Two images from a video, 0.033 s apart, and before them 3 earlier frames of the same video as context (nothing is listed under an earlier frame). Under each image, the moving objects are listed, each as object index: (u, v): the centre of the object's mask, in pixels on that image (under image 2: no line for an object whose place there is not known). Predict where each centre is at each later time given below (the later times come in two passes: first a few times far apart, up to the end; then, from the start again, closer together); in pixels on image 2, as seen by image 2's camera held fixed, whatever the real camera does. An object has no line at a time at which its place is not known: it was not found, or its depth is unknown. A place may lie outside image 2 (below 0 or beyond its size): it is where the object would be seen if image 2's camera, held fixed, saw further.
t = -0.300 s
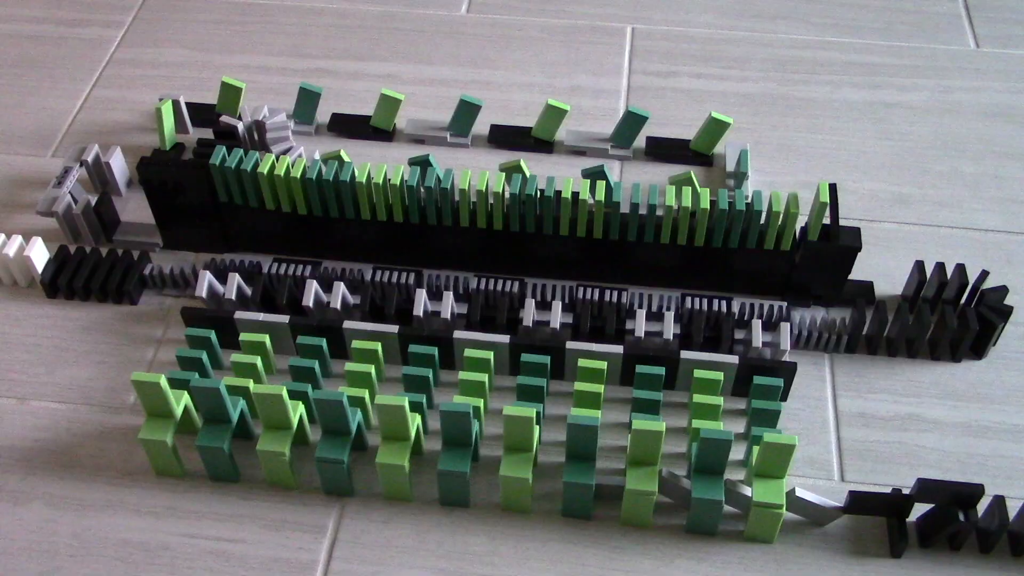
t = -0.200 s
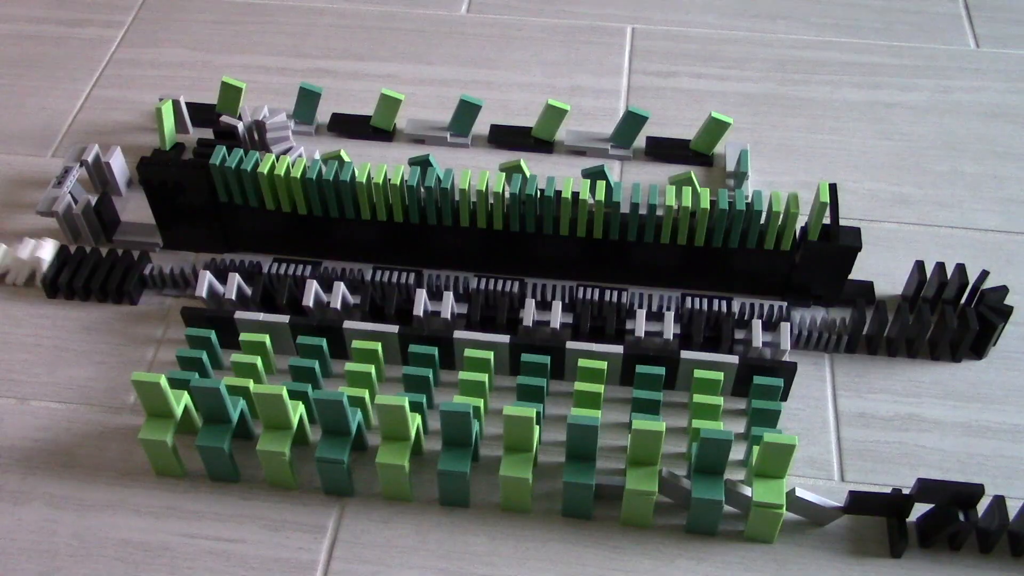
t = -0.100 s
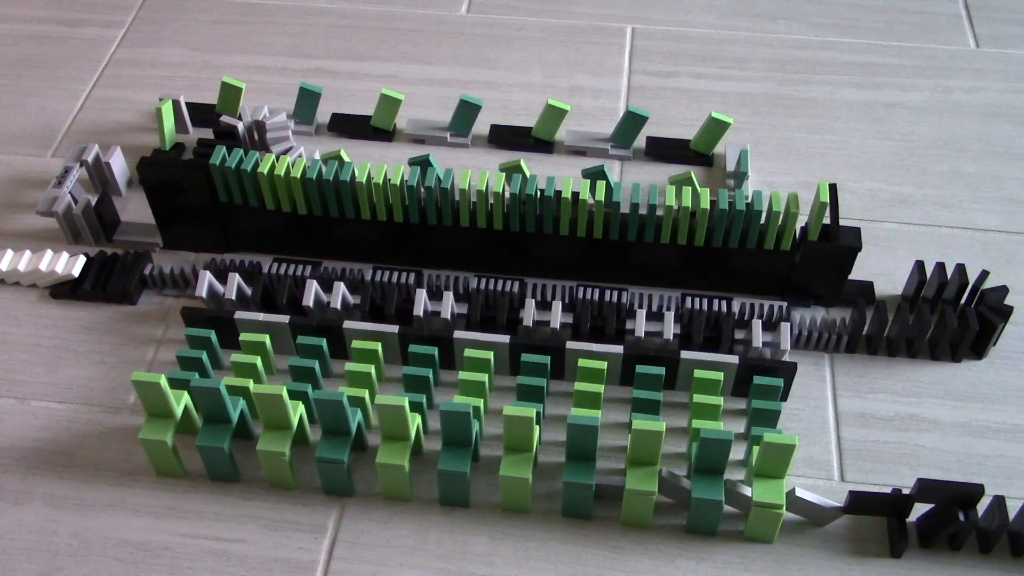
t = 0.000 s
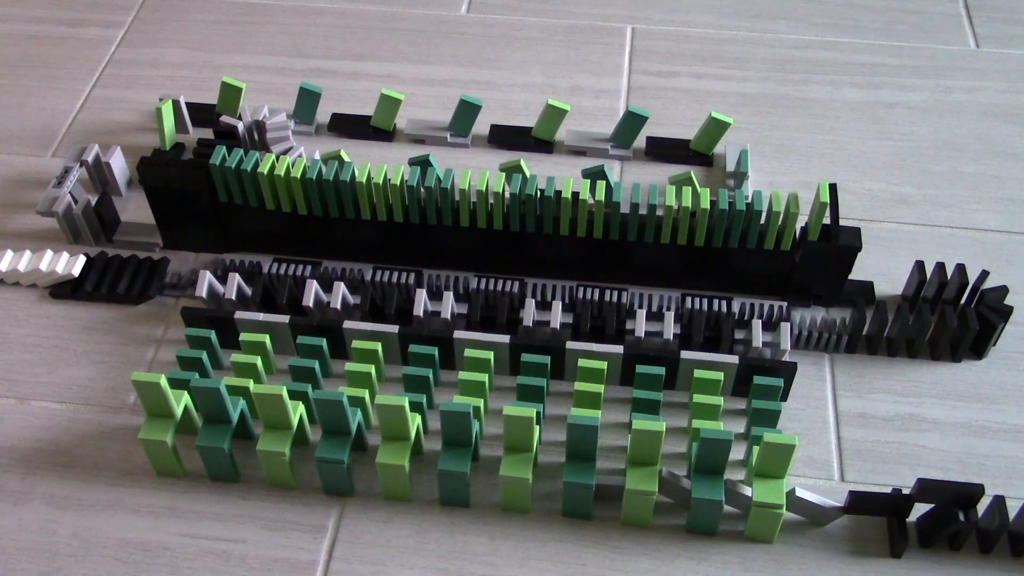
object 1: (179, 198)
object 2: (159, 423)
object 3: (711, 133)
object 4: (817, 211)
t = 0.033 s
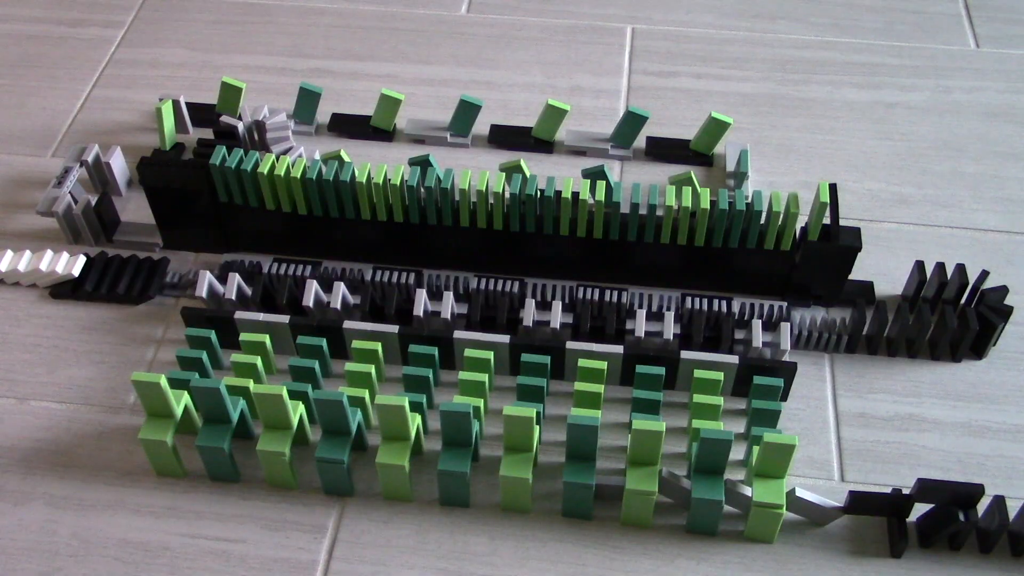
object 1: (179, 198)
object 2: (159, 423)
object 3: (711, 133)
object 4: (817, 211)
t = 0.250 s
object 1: (179, 198)
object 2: (159, 423)
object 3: (711, 133)
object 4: (817, 211)
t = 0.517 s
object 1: (179, 198)
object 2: (159, 423)
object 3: (711, 133)
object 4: (817, 211)
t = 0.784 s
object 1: (179, 198)
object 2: (159, 423)
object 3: (711, 133)
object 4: (818, 211)
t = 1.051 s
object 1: (179, 198)
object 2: (159, 423)
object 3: (711, 133)
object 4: (818, 211)
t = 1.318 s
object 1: (179, 198)
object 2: (159, 423)
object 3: (711, 133)
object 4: (817, 212)
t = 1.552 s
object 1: (179, 198)
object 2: (159, 422)
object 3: (711, 133)
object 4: (816, 211)
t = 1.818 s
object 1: (179, 198)
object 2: (159, 423)
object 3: (711, 133)
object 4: (793, 226)
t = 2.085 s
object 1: (179, 198)
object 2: (159, 423)
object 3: (711, 133)
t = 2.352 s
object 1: (176, 199)
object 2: (159, 423)
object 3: (711, 133)
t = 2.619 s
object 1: (177, 200)
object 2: (159, 423)
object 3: (711, 133)
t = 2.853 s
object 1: (176, 199)
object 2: (159, 423)
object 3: (711, 133)
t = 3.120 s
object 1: (176, 198)
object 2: (159, 423)
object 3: (711, 133)
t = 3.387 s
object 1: (176, 198)
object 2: (159, 423)
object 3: (717, 140)
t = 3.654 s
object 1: (176, 198)
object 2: (159, 423)
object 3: (718, 134)
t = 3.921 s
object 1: (176, 198)
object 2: (159, 423)
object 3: (719, 133)
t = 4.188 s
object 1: (176, 198)
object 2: (159, 423)
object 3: (719, 133)
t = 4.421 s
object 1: (176, 198)
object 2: (159, 423)
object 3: (718, 133)
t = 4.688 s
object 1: (156, 257)
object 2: (159, 423)
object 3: (718, 133)
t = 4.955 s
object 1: (139, 321)
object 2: (159, 423)
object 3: (718, 133)
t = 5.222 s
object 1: (138, 323)
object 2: (159, 423)
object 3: (718, 133)
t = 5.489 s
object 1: (138, 326)
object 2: (163, 467)
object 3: (719, 133)
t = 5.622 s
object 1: (138, 326)
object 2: (151, 510)
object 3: (719, 133)
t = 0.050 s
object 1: (179, 198)
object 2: (159, 423)
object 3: (711, 133)
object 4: (817, 211)
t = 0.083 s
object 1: (179, 198)
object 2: (159, 423)
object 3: (711, 133)
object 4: (818, 211)
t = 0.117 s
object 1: (179, 198)
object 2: (159, 423)
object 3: (711, 133)
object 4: (818, 211)
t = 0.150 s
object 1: (179, 198)
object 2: (159, 423)
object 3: (711, 133)
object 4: (817, 211)
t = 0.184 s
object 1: (179, 198)
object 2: (159, 423)
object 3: (711, 133)
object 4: (818, 211)
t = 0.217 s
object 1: (179, 198)
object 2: (159, 423)
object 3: (711, 133)
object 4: (817, 211)
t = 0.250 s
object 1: (179, 198)
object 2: (159, 423)
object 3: (711, 133)
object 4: (817, 211)
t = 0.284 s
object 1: (179, 198)
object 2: (159, 423)
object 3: (711, 133)
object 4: (817, 211)
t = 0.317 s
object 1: (179, 198)
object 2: (159, 423)
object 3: (711, 133)
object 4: (817, 211)
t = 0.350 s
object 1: (179, 198)
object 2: (159, 423)
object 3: (711, 133)
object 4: (817, 211)
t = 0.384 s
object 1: (179, 198)
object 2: (159, 423)
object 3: (711, 133)
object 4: (817, 211)
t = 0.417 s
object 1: (179, 198)
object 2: (159, 423)
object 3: (711, 133)
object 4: (818, 211)
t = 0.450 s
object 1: (179, 198)
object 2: (159, 423)
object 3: (711, 133)
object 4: (817, 211)
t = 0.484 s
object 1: (179, 198)
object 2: (159, 423)
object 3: (711, 133)
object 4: (817, 211)
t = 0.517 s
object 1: (179, 198)
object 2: (159, 423)
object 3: (711, 133)
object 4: (817, 211)
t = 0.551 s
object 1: (179, 198)
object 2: (159, 423)
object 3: (711, 133)
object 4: (818, 211)
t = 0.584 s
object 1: (179, 198)
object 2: (159, 423)
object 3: (711, 133)
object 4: (818, 211)
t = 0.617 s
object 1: (179, 198)
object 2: (159, 423)
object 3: (711, 133)
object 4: (818, 211)
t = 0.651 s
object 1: (179, 198)
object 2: (159, 423)
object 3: (711, 133)
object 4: (817, 212)
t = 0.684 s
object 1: (179, 198)
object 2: (159, 423)
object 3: (711, 133)
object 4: (818, 211)
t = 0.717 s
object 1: (179, 198)
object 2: (159, 423)
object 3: (711, 133)
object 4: (818, 211)
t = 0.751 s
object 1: (179, 198)
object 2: (159, 423)
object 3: (711, 133)
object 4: (818, 211)
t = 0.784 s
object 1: (179, 198)
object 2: (159, 423)
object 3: (711, 133)
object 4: (818, 211)
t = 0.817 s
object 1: (179, 198)
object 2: (159, 423)
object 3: (711, 133)
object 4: (818, 211)
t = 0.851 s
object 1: (179, 198)
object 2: (159, 423)
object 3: (711, 133)
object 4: (818, 211)
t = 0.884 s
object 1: (179, 198)
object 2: (159, 423)
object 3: (711, 133)
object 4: (818, 211)
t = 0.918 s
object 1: (179, 198)
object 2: (159, 423)
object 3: (711, 133)
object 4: (817, 211)
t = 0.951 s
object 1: (179, 198)
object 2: (159, 423)
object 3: (711, 133)
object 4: (817, 211)
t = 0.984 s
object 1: (179, 198)
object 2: (159, 423)
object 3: (711, 133)
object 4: (817, 211)
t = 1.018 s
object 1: (179, 198)
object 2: (159, 423)
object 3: (711, 133)
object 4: (818, 211)
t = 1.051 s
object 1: (179, 198)
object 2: (159, 423)
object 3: (711, 133)
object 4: (818, 211)
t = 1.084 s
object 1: (179, 198)
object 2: (159, 423)
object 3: (711, 133)
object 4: (818, 211)
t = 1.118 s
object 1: (179, 198)
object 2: (159, 423)
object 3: (711, 133)
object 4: (818, 211)
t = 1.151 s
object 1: (179, 198)
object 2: (159, 423)
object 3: (711, 133)
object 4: (818, 211)
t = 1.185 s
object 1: (179, 198)
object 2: (159, 423)
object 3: (711, 133)
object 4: (818, 211)
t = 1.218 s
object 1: (179, 198)
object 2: (159, 423)
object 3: (711, 133)
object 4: (817, 212)
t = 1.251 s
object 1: (179, 198)
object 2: (159, 422)
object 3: (711, 133)
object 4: (817, 212)
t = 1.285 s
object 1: (179, 198)
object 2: (159, 423)
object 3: (711, 133)
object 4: (818, 211)
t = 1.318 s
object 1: (179, 198)
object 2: (159, 423)
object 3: (711, 133)
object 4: (817, 212)
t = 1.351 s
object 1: (179, 198)
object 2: (159, 423)
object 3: (711, 133)
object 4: (817, 211)
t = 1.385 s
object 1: (179, 198)
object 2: (159, 422)
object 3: (711, 133)
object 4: (818, 211)
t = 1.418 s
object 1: (179, 198)
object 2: (159, 423)
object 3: (711, 133)
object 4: (817, 211)
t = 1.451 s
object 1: (179, 198)
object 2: (159, 423)
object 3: (711, 133)
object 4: (817, 211)
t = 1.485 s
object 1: (179, 198)
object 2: (159, 422)
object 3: (711, 133)
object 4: (818, 211)
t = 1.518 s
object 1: (179, 198)
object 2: (159, 423)
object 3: (711, 133)
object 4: (817, 210)
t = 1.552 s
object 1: (179, 198)
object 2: (159, 422)
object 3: (711, 133)
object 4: (816, 211)
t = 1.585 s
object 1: (179, 198)
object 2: (159, 423)
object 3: (711, 133)
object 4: (815, 211)
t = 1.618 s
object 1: (179, 198)
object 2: (159, 423)
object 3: (711, 133)
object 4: (812, 210)
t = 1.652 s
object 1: (179, 198)
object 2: (159, 423)
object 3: (711, 133)
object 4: (800, 211)
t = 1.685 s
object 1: (179, 198)
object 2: (159, 423)
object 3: (711, 133)
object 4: (797, 210)
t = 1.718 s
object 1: (179, 198)
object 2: (159, 423)
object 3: (711, 133)
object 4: (794, 214)
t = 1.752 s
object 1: (179, 198)
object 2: (159, 423)
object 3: (711, 133)
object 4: (791, 220)
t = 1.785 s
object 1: (179, 198)
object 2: (159, 423)
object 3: (711, 133)
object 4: (790, 224)
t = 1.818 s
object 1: (179, 198)
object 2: (159, 423)
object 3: (711, 133)
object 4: (793, 226)
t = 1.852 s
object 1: (179, 198)
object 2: (159, 423)
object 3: (711, 133)
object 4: (795, 227)
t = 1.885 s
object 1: (179, 198)
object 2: (159, 423)
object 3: (711, 133)
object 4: (795, 227)
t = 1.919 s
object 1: (179, 198)
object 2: (159, 423)
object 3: (711, 133)
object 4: (794, 227)
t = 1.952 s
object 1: (179, 198)
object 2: (159, 423)
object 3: (711, 133)
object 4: (794, 227)
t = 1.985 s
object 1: (179, 198)
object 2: (159, 423)
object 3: (711, 133)
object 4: (794, 227)
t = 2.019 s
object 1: (179, 198)
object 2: (159, 423)
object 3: (711, 133)
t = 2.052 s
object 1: (179, 198)
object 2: (159, 423)
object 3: (711, 133)
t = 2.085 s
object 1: (179, 198)
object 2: (159, 423)
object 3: (711, 133)
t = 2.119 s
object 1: (179, 198)
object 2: (159, 423)
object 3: (711, 133)
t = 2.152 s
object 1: (179, 198)
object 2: (159, 423)
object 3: (711, 133)
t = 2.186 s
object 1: (179, 198)
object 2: (159, 423)
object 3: (711, 133)
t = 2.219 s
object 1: (178, 199)
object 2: (159, 423)
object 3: (711, 133)
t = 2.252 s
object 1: (177, 199)
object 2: (159, 423)
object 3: (711, 133)
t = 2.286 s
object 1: (177, 199)
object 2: (159, 423)
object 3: (711, 133)
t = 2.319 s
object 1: (177, 200)
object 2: (159, 423)
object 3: (711, 133)
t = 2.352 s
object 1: (176, 199)
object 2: (159, 423)
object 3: (711, 133)
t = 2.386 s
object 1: (177, 199)
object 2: (159, 423)
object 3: (711, 133)
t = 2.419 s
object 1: (177, 200)
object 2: (159, 423)
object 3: (711, 133)
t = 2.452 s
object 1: (177, 199)
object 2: (159, 423)
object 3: (711, 133)
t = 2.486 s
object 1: (177, 200)
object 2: (159, 423)
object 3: (711, 133)
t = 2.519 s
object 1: (177, 200)
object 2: (159, 423)
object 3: (711, 133)
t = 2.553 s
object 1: (176, 199)
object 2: (159, 423)
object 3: (711, 133)
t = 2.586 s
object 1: (177, 200)
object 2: (159, 423)
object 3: (711, 133)
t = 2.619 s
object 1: (177, 200)
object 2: (159, 423)
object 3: (711, 133)
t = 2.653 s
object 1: (176, 199)
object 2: (159, 423)
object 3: (711, 133)
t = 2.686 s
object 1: (176, 199)
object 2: (159, 423)
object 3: (711, 133)
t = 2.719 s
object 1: (176, 199)
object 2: (159, 423)
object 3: (711, 133)
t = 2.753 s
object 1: (176, 198)
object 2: (159, 423)
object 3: (711, 133)
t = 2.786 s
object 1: (176, 199)
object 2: (159, 423)
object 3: (711, 133)
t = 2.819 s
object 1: (176, 199)
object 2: (159, 423)
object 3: (711, 133)
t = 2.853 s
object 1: (176, 199)
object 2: (159, 423)
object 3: (711, 133)
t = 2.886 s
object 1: (176, 199)
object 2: (159, 423)
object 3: (711, 133)
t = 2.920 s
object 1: (176, 199)
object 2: (159, 423)
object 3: (711, 133)
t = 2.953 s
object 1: (176, 199)
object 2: (159, 423)
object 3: (711, 133)
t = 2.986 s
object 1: (176, 198)
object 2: (159, 423)
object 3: (711, 133)
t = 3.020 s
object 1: (176, 198)
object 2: (159, 423)
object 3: (711, 133)
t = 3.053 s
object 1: (176, 198)
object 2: (159, 423)
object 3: (711, 133)
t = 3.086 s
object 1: (176, 198)
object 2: (159, 423)
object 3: (711, 133)
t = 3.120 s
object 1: (176, 198)
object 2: (159, 423)
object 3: (711, 133)
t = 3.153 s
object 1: (176, 198)
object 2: (159, 423)
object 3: (711, 133)
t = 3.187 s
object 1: (176, 198)
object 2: (159, 423)
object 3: (711, 133)
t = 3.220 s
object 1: (176, 198)
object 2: (159, 423)
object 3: (711, 133)
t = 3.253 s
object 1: (176, 198)
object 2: (159, 423)
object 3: (711, 133)
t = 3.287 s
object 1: (176, 198)
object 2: (159, 423)
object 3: (711, 132)
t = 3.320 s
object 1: (176, 198)
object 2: (159, 423)
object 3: (713, 130)
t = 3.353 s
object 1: (176, 198)
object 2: (159, 423)
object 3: (715, 135)
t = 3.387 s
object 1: (176, 198)
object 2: (159, 423)
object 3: (717, 140)
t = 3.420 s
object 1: (176, 198)
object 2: (159, 423)
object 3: (718, 140)
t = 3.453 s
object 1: (176, 198)
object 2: (159, 423)
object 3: (718, 142)
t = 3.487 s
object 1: (176, 198)
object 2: (159, 423)
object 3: (718, 145)
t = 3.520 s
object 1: (176, 198)
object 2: (159, 423)
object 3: (718, 143)
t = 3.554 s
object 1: (176, 198)
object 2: (159, 423)
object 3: (718, 141)
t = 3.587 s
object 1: (176, 198)
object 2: (159, 423)
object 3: (718, 138)
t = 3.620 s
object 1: (176, 198)
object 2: (159, 423)
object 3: (718, 136)
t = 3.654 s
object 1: (176, 198)
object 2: (159, 423)
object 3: (718, 134)
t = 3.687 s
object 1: (176, 198)
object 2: (159, 423)
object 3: (718, 133)
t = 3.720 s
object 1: (176, 198)
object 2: (159, 423)
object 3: (718, 133)
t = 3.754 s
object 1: (176, 198)
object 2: (159, 423)
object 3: (718, 133)
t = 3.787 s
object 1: (176, 198)
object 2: (159, 423)
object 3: (718, 133)
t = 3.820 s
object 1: (176, 198)
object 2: (159, 423)
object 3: (718, 133)
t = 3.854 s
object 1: (176, 198)
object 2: (159, 423)
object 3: (718, 133)
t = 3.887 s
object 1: (176, 198)
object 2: (159, 423)
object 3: (719, 133)
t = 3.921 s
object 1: (176, 198)
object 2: (159, 423)
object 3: (719, 133)
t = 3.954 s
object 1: (176, 198)
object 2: (159, 423)
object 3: (719, 133)
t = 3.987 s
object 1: (176, 198)
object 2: (159, 423)
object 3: (719, 133)
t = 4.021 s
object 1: (176, 198)
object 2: (159, 423)
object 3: (719, 133)
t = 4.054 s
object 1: (176, 198)
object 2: (159, 423)
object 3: (719, 133)
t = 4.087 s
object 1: (176, 198)
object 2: (159, 423)
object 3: (719, 133)
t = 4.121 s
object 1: (176, 198)
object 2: (159, 423)
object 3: (719, 133)
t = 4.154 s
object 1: (176, 198)
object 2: (159, 423)
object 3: (718, 133)
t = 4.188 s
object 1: (176, 198)
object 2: (159, 423)
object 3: (719, 133)
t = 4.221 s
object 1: (176, 198)
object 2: (159, 423)
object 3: (718, 133)
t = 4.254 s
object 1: (176, 198)
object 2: (159, 423)
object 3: (718, 133)
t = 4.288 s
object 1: (176, 198)
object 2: (159, 423)
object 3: (718, 133)
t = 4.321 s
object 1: (176, 198)
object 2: (159, 423)
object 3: (718, 133)
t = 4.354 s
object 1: (176, 198)
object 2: (159, 423)
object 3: (718, 133)
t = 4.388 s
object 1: (176, 198)
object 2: (159, 423)
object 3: (718, 133)
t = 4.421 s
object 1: (176, 198)
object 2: (159, 423)
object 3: (718, 133)
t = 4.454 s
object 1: (175, 199)
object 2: (159, 423)
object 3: (718, 133)
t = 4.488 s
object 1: (174, 200)
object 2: (159, 423)
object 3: (718, 133)
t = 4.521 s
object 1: (172, 202)
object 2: (159, 423)
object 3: (719, 133)
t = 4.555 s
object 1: (169, 204)
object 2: (159, 423)
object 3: (718, 133)
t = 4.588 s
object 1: (167, 205)
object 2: (159, 423)
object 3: (718, 133)
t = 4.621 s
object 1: (163, 225)
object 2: (159, 423)
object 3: (718, 133)
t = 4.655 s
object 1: (169, 241)
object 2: (159, 423)
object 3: (718, 133)
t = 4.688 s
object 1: (156, 257)
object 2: (159, 423)
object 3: (718, 133)
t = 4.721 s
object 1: (150, 281)
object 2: (159, 423)
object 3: (718, 133)
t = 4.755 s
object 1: (156, 286)
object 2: (159, 423)
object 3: (718, 133)
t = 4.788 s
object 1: (154, 291)
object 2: (159, 423)
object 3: (718, 133)
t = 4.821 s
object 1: (150, 299)
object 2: (159, 423)
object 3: (719, 133)
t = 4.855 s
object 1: (146, 306)
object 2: (159, 423)
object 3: (718, 133)
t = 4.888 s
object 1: (143, 314)
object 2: (159, 423)
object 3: (718, 133)
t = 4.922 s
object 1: (140, 317)
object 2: (159, 423)
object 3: (718, 133)
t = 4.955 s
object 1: (139, 321)
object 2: (159, 423)
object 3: (718, 133)
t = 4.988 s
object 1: (138, 323)
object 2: (159, 423)
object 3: (718, 133)
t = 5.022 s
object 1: (137, 324)
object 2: (159, 423)
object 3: (718, 133)
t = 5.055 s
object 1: (137, 324)
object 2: (159, 423)
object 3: (718, 133)
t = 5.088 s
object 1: (137, 324)
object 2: (159, 423)
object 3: (718, 133)
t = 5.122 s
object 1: (137, 324)
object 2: (159, 423)
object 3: (718, 133)
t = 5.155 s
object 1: (136, 323)
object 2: (159, 423)
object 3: (718, 133)
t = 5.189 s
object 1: (138, 323)
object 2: (159, 422)
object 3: (718, 133)
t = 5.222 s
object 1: (138, 323)
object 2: (159, 423)
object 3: (718, 133)
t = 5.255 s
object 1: (138, 324)
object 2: (159, 424)
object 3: (719, 133)
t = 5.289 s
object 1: (138, 325)
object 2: (162, 429)
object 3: (718, 133)
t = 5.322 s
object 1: (138, 326)
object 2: (164, 448)
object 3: (718, 133)
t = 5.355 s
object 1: (138, 326)
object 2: (161, 470)
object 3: (718, 133)
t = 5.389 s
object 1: (138, 326)
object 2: (170, 439)
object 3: (718, 133)
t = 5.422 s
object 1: (138, 326)
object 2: (168, 448)
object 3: (718, 133)
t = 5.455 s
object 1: (138, 326)
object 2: (165, 457)
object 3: (719, 133)
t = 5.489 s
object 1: (138, 326)
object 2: (163, 467)
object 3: (719, 133)
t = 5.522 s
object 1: (138, 326)
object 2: (160, 477)
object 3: (718, 133)
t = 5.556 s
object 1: (138, 326)
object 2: (151, 509)
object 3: (718, 133)
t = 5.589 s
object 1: (138, 326)
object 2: (149, 516)
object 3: (719, 133)
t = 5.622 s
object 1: (138, 326)
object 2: (151, 510)
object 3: (719, 133)
